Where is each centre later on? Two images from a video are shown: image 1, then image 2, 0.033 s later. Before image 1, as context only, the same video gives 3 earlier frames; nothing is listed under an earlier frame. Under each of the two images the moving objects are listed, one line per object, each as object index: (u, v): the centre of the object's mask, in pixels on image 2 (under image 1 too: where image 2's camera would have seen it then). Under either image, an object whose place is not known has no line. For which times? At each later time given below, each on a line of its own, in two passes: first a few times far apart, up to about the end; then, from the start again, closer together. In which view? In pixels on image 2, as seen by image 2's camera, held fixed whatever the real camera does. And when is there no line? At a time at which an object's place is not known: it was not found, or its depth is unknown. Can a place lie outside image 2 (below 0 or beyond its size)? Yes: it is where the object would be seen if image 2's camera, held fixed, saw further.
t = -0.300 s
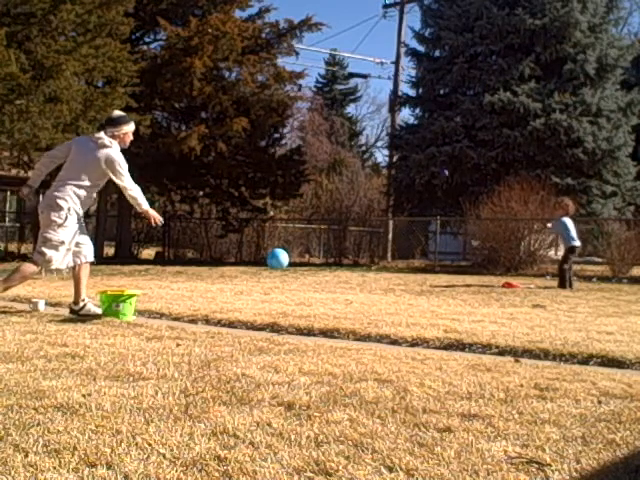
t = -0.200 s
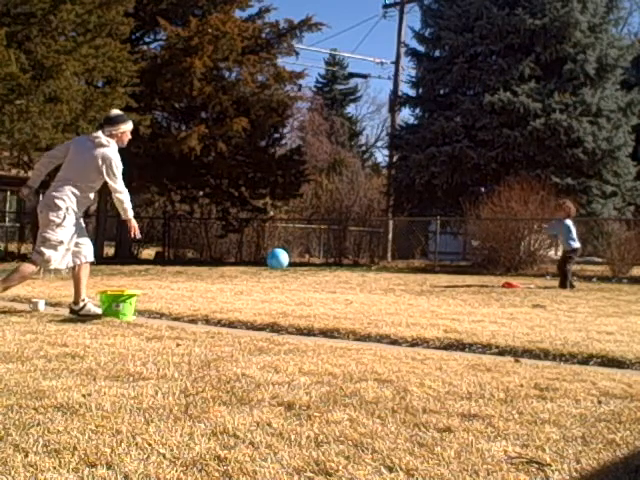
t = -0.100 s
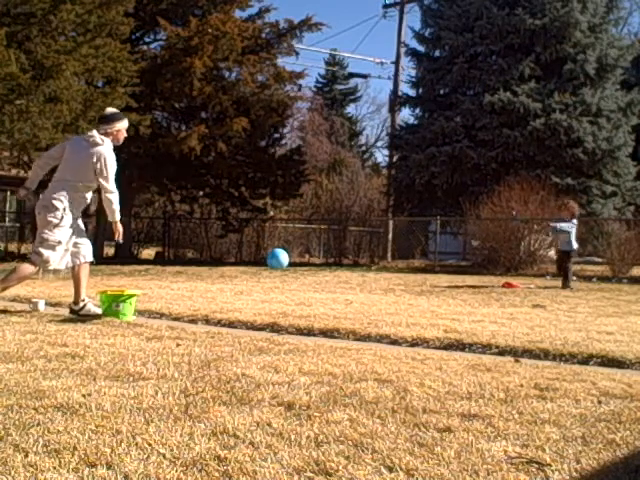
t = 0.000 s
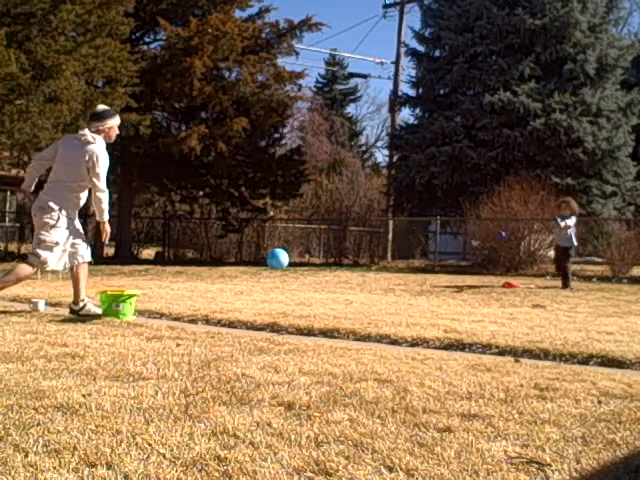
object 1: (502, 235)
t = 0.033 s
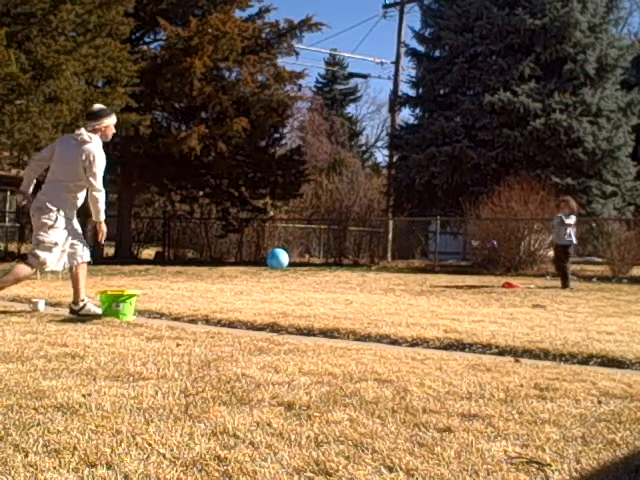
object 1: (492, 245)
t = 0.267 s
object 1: (430, 287)
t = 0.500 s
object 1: (377, 266)
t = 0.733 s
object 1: (291, 348)
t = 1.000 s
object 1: (161, 360)
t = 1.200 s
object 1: (28, 369)
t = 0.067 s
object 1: (484, 254)
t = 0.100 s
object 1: (474, 268)
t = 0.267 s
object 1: (430, 287)
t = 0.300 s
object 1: (425, 280)
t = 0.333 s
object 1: (418, 273)
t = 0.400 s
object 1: (403, 265)
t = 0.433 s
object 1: (395, 263)
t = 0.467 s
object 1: (387, 264)
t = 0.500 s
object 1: (377, 266)
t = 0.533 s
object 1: (367, 271)
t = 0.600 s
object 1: (345, 288)
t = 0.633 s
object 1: (332, 301)
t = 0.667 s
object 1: (320, 317)
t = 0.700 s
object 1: (306, 336)
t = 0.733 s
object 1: (291, 348)
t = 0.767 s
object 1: (279, 342)
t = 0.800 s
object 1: (265, 336)
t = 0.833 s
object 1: (251, 333)
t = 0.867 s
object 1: (236, 331)
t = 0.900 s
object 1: (219, 334)
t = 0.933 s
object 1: (201, 339)
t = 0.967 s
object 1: (182, 347)
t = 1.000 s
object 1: (161, 360)
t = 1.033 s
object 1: (139, 373)
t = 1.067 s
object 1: (117, 377)
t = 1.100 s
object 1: (97, 374)
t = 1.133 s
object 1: (76, 368)
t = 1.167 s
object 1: (54, 367)
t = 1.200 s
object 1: (28, 369)
